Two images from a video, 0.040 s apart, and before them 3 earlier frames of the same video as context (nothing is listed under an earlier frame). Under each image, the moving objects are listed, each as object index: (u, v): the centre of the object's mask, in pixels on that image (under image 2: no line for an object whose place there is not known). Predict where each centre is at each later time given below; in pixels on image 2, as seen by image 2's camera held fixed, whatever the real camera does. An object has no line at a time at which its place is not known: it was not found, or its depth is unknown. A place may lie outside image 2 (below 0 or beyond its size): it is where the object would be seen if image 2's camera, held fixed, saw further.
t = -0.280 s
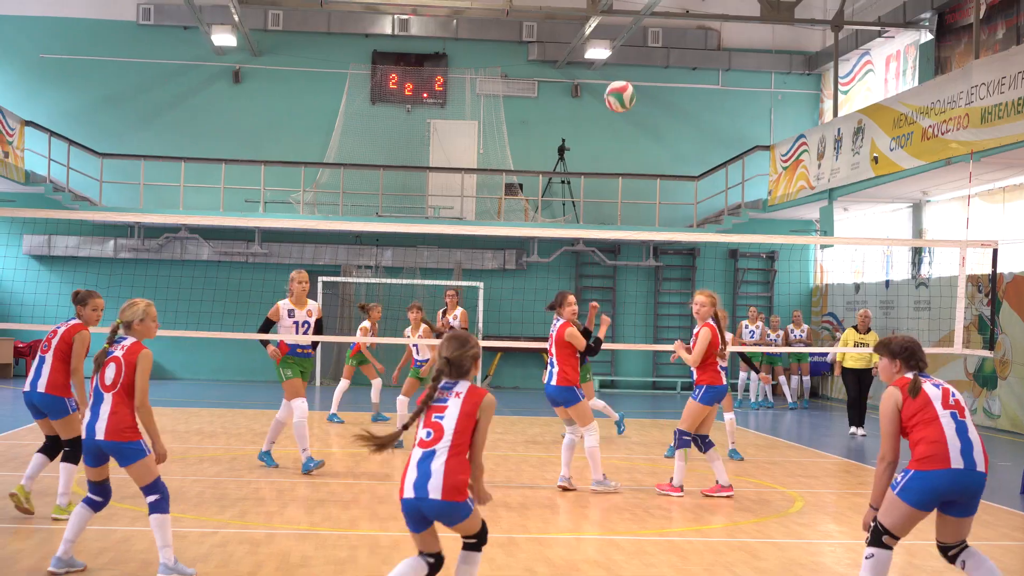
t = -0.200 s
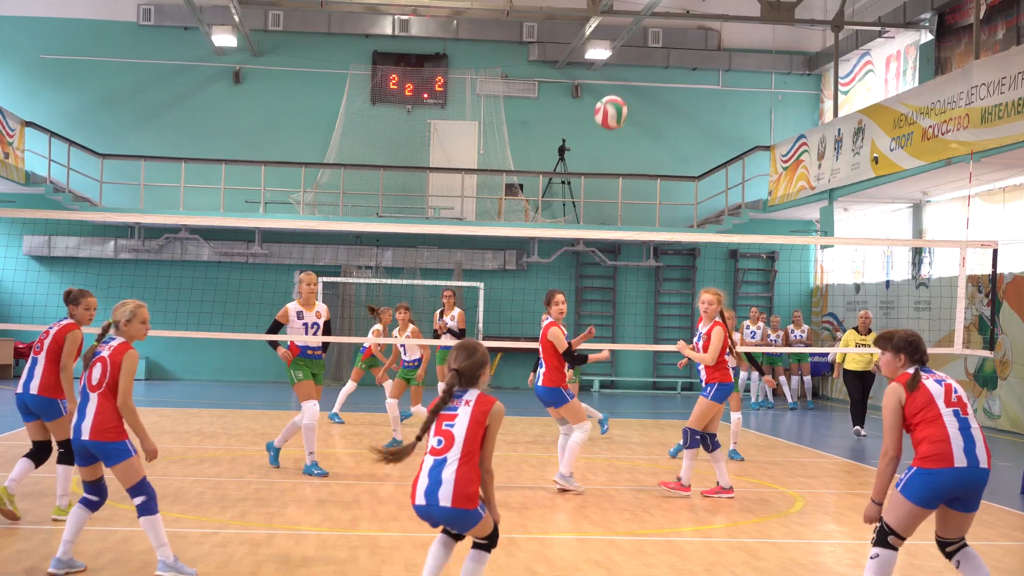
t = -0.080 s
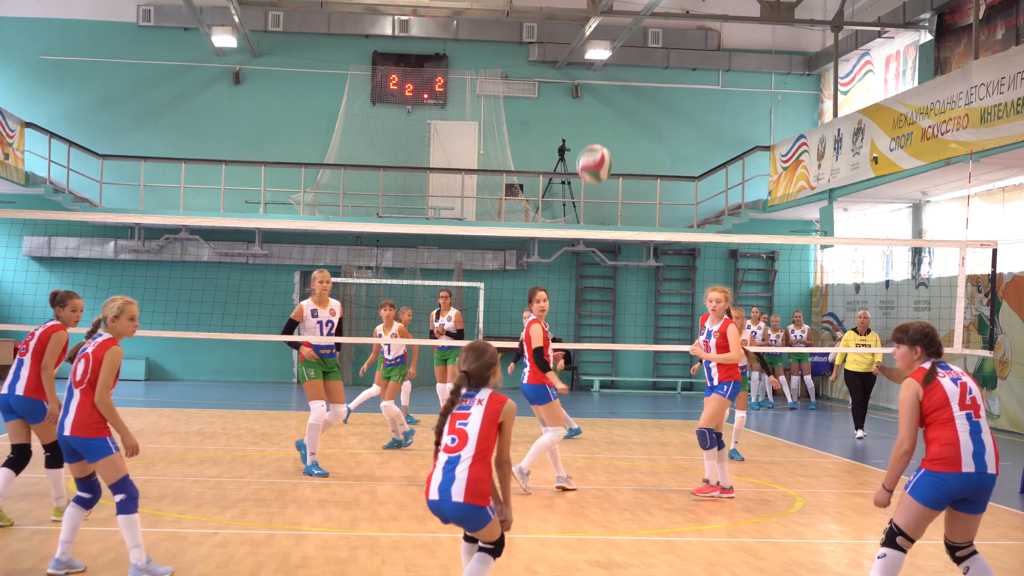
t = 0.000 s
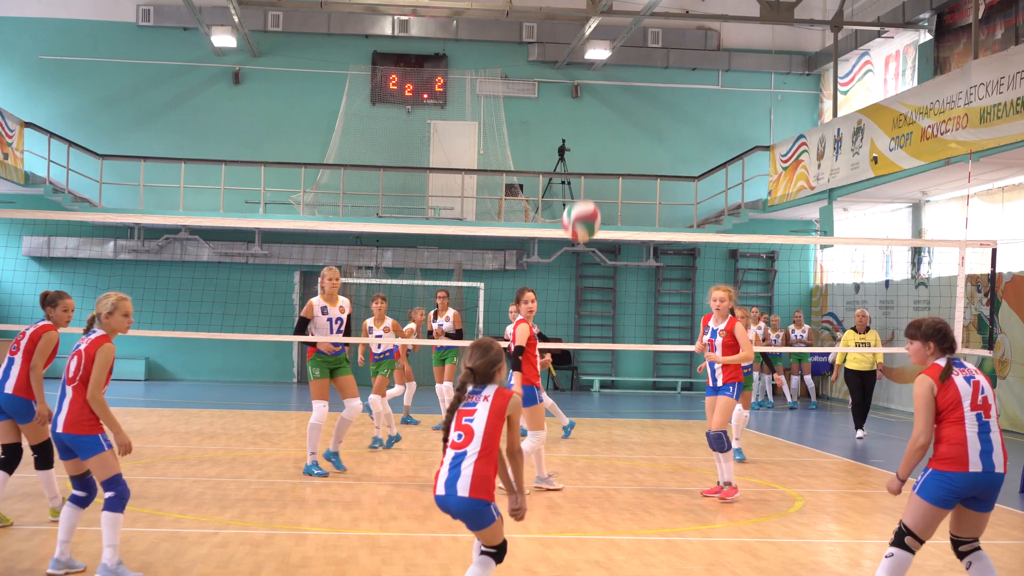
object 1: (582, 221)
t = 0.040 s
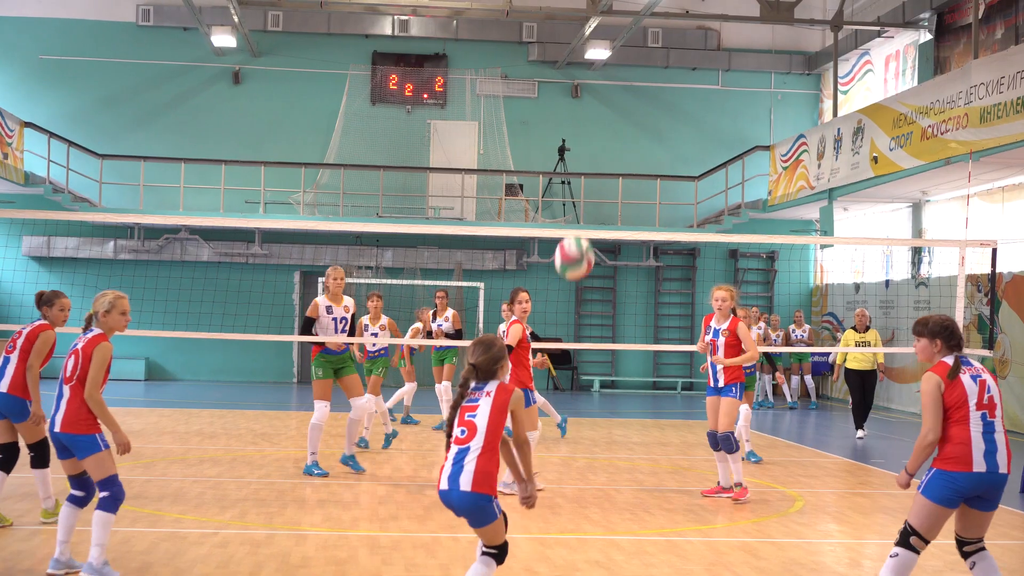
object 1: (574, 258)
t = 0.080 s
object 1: (566, 301)
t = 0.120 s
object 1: (557, 352)
